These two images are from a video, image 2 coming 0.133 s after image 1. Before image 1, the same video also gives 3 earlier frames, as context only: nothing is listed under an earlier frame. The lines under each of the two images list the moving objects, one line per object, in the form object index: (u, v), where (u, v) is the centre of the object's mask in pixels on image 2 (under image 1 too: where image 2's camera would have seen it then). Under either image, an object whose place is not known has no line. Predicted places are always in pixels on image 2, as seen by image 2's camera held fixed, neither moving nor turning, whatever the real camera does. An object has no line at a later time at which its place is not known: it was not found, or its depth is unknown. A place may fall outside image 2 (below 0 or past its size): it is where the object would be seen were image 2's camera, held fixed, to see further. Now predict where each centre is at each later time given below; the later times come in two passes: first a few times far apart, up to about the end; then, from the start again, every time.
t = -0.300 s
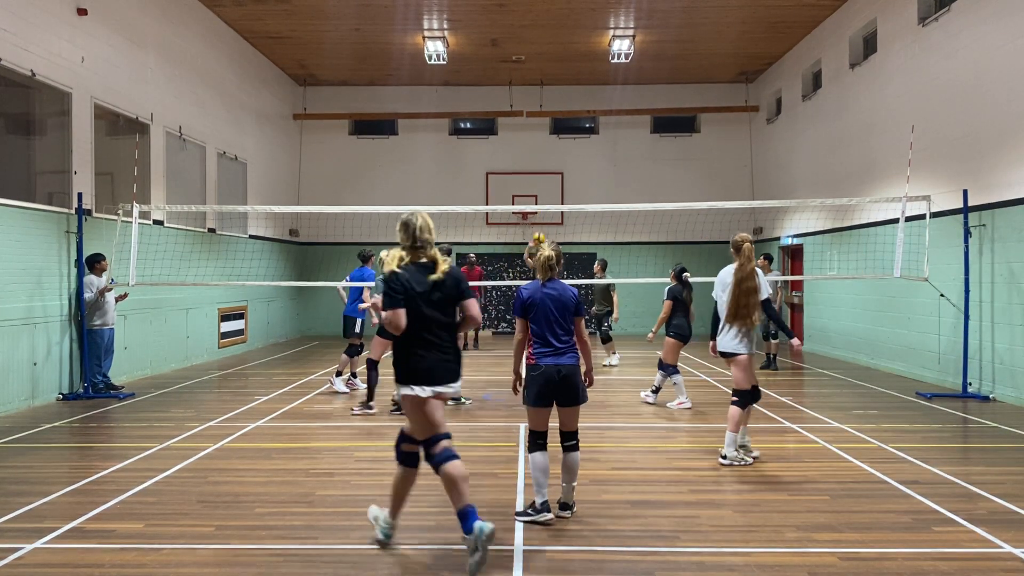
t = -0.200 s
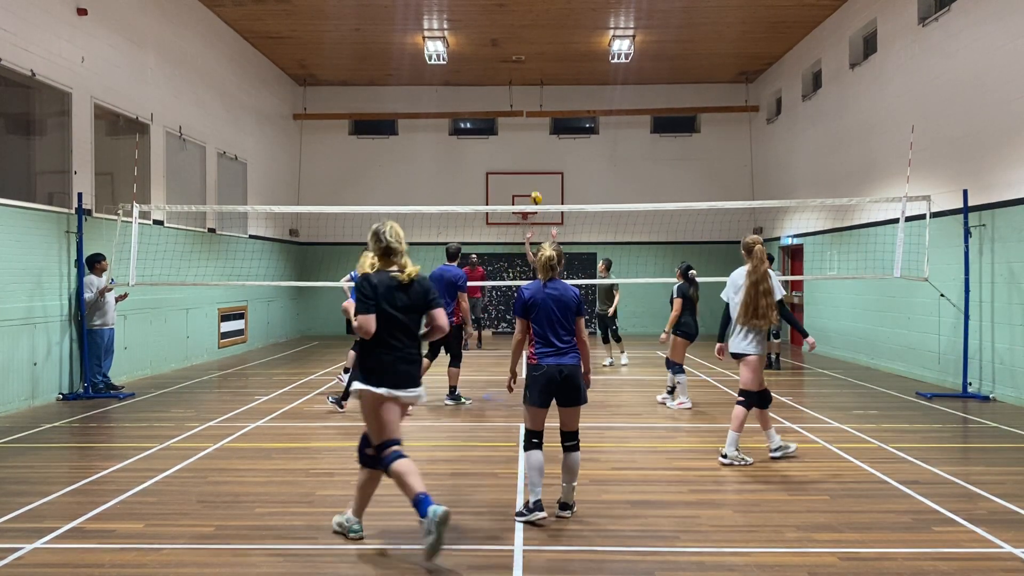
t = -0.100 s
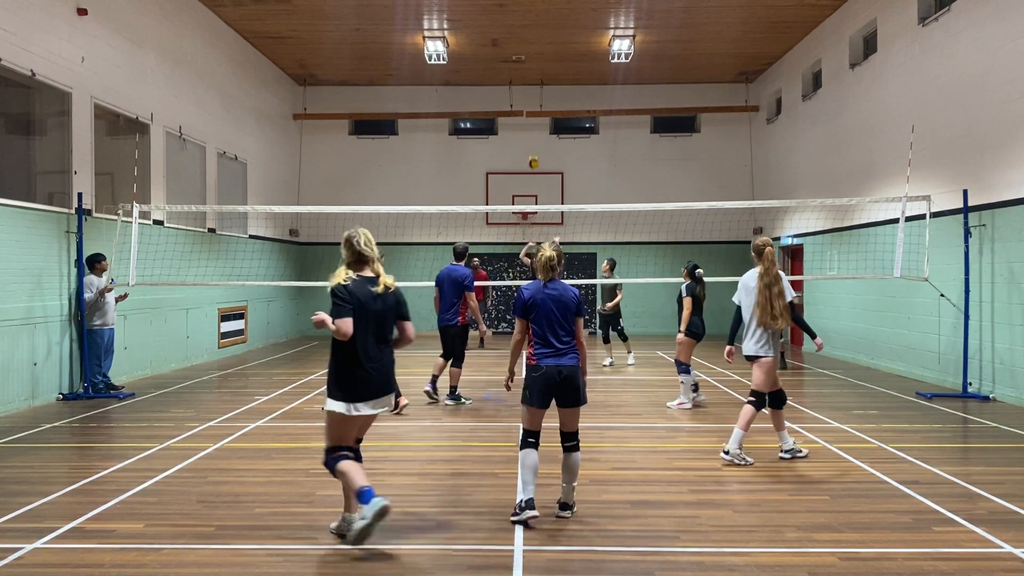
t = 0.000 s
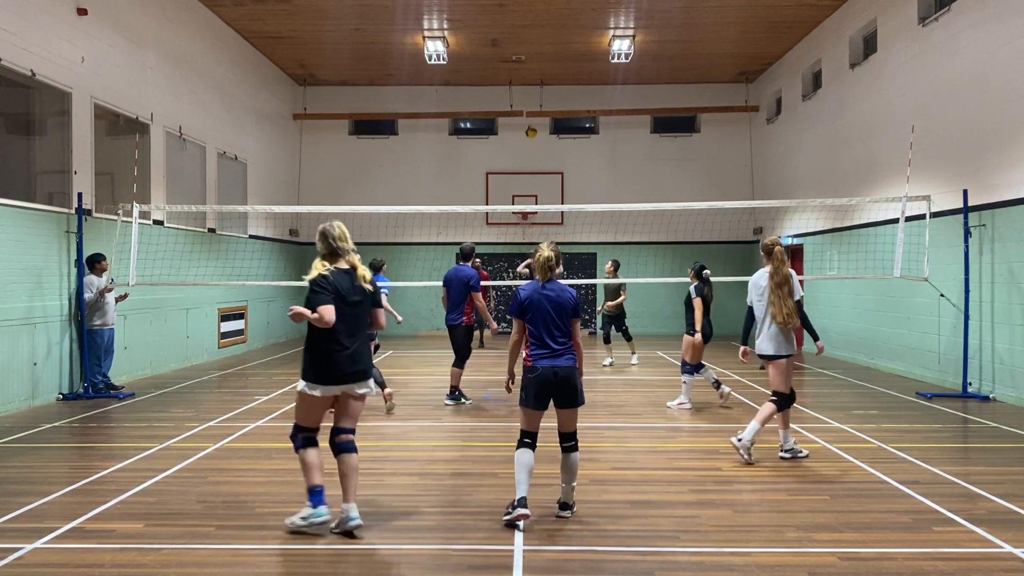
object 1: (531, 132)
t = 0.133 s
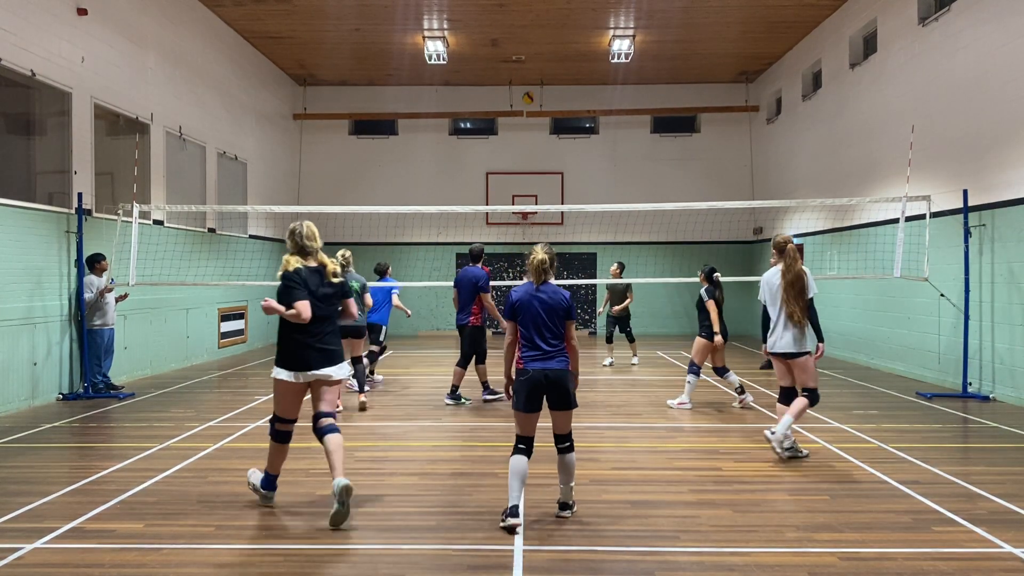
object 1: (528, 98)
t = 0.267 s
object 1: (526, 73)
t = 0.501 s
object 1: (520, 55)
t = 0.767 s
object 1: (514, 77)
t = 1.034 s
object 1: (507, 147)
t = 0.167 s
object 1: (527, 91)
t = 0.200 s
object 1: (527, 85)
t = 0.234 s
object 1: (526, 79)
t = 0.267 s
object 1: (526, 73)
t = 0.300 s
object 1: (525, 68)
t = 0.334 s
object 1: (524, 64)
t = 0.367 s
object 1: (524, 61)
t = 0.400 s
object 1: (523, 59)
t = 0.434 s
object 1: (521, 57)
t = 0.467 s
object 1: (521, 56)
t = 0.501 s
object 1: (520, 55)
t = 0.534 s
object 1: (520, 55)
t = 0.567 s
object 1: (519, 56)
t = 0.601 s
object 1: (518, 57)
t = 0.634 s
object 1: (517, 60)
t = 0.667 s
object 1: (517, 63)
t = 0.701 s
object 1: (516, 67)
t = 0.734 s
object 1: (515, 72)
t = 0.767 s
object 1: (514, 77)
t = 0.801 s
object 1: (513, 82)
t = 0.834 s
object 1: (513, 89)
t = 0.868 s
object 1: (512, 97)
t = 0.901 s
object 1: (511, 106)
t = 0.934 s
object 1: (510, 114)
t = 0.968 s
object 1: (509, 125)
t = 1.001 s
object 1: (508, 136)
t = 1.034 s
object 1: (507, 147)
